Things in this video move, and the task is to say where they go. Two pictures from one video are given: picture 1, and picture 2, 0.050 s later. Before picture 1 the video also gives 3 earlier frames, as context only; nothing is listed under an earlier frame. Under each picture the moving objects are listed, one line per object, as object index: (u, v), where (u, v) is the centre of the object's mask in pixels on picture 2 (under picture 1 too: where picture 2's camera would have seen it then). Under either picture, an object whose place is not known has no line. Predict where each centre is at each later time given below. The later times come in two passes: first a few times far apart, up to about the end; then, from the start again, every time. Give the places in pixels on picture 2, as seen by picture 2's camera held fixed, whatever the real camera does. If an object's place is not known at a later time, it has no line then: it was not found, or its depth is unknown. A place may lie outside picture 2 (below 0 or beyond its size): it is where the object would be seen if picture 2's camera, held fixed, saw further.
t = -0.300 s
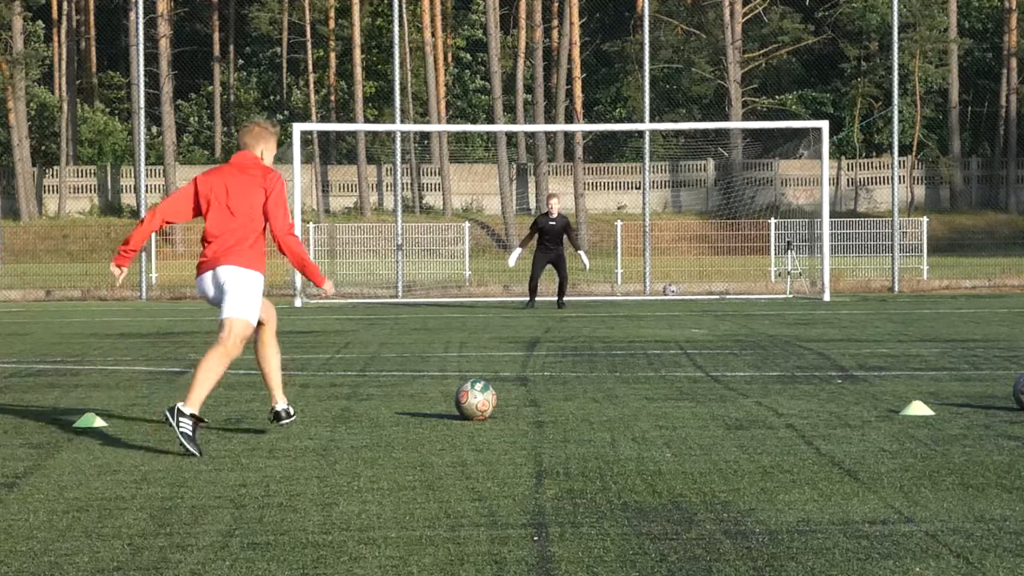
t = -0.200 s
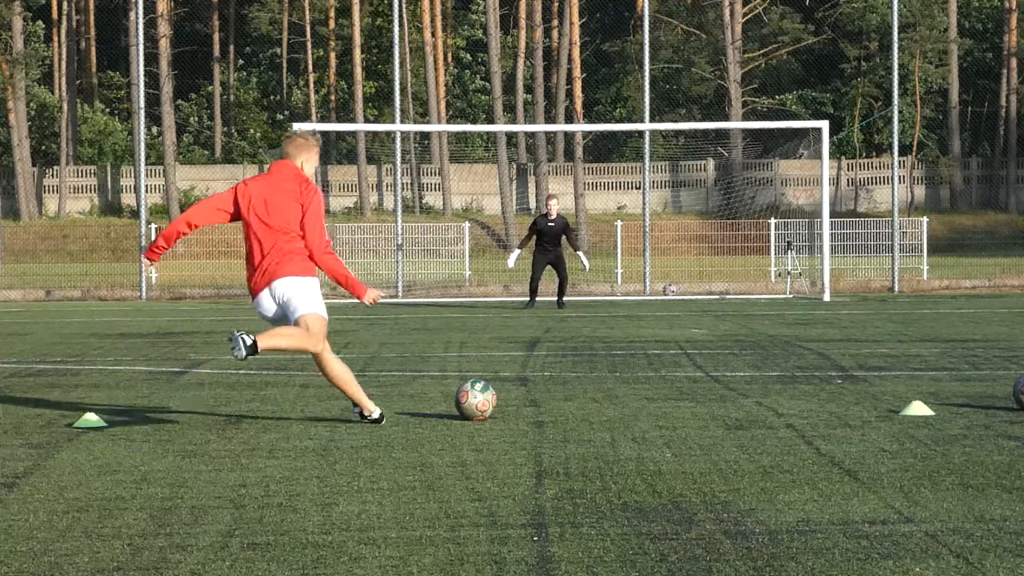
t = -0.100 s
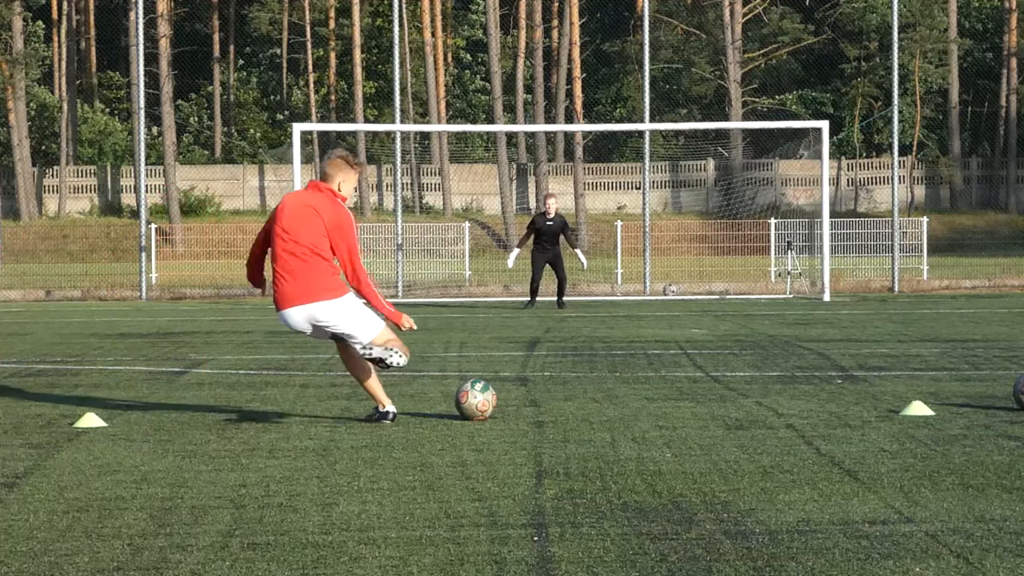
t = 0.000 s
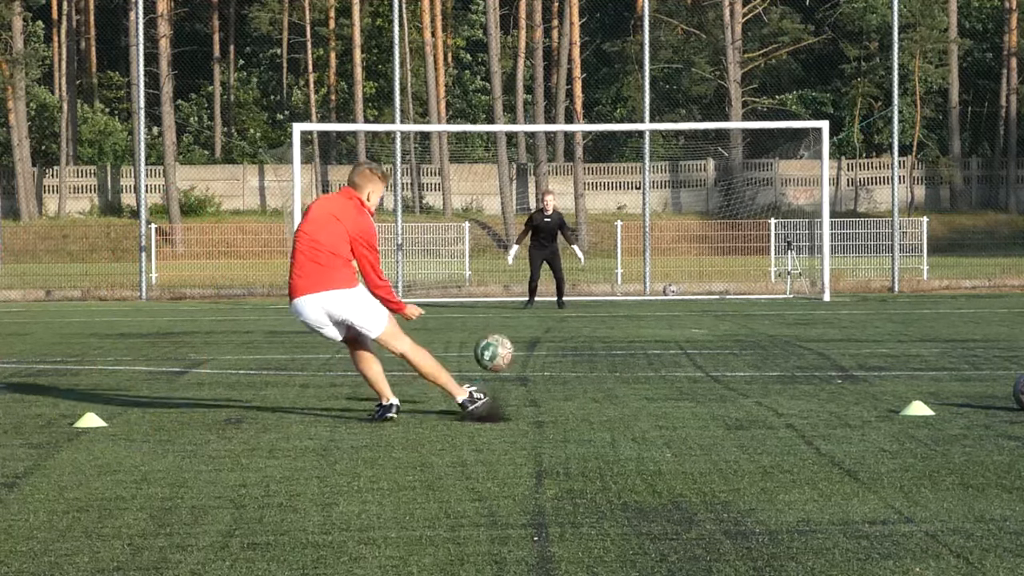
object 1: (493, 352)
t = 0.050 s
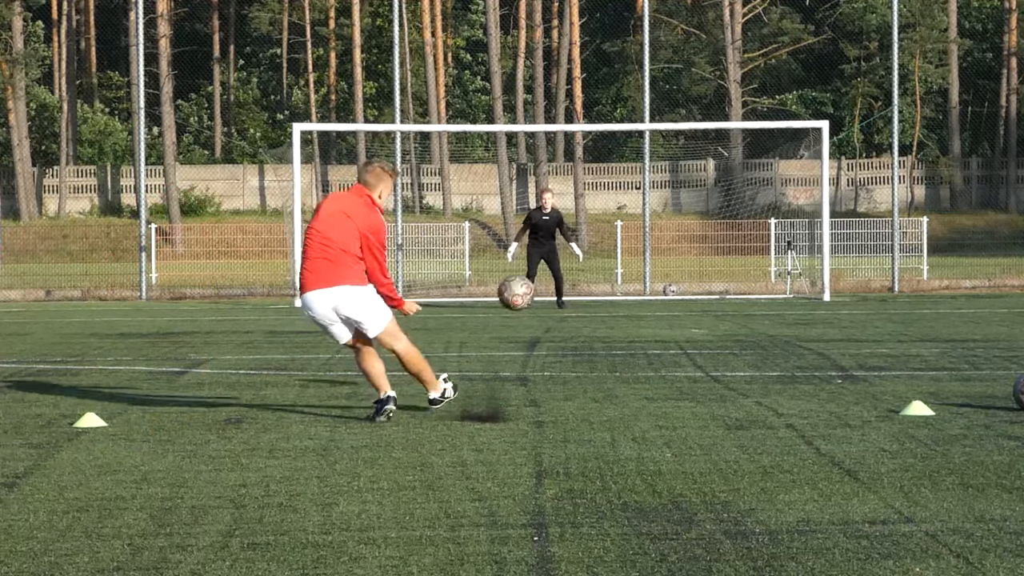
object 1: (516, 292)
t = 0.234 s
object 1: (583, 144)
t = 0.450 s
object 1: (638, 55)
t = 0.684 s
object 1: (689, 28)
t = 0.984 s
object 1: (746, 55)
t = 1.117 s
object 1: (769, 80)
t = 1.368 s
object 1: (814, 147)
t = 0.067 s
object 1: (522, 275)
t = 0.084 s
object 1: (530, 258)
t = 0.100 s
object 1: (537, 242)
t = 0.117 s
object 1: (543, 226)
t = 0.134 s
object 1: (550, 212)
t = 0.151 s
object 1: (554, 200)
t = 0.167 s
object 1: (561, 187)
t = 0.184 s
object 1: (566, 176)
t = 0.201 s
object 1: (571, 164)
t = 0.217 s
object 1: (577, 154)
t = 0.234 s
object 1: (583, 144)
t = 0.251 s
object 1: (587, 134)
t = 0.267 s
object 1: (591, 125)
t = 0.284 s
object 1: (596, 116)
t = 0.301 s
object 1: (600, 109)
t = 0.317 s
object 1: (606, 101)
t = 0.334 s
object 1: (609, 94)
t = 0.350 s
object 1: (614, 87)
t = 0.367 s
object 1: (618, 81)
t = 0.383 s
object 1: (623, 73)
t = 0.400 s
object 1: (627, 68)
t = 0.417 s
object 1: (630, 64)
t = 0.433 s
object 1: (634, 59)
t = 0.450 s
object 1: (638, 55)
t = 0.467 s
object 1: (643, 52)
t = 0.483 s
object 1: (647, 48)
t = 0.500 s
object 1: (650, 45)
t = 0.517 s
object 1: (653, 42)
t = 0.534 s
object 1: (657, 39)
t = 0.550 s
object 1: (661, 37)
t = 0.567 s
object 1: (665, 34)
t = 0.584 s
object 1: (669, 32)
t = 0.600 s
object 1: (672, 31)
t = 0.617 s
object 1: (675, 30)
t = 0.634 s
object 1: (679, 29)
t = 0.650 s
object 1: (683, 29)
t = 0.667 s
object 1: (686, 28)
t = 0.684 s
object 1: (689, 28)
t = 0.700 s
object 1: (693, 28)
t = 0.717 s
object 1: (695, 28)
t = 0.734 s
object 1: (699, 29)
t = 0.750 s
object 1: (702, 29)
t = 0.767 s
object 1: (705, 30)
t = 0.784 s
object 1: (709, 31)
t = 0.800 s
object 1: (713, 31)
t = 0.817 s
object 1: (715, 33)
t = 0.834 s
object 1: (719, 34)
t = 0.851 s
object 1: (722, 35)
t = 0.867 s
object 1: (725, 38)
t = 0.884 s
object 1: (729, 40)
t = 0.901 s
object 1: (732, 43)
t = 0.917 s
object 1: (734, 45)
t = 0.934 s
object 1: (737, 48)
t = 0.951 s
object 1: (740, 50)
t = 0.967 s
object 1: (743, 52)
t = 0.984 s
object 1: (746, 55)
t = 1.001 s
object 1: (749, 57)
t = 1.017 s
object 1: (752, 60)
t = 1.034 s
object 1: (755, 63)
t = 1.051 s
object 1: (758, 66)
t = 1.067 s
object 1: (761, 70)
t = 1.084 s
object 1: (764, 72)
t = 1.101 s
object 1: (767, 76)
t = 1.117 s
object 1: (769, 80)
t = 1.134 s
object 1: (771, 84)
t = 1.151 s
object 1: (775, 88)
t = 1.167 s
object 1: (777, 92)
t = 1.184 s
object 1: (780, 96)
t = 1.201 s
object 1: (783, 100)
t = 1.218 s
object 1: (786, 104)
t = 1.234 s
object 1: (789, 109)
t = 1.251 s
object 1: (792, 113)
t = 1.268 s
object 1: (793, 118)
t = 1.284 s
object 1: (796, 122)
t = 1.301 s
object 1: (799, 127)
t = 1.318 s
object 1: (803, 131)
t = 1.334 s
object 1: (805, 136)
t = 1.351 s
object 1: (808, 142)
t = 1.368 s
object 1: (814, 147)
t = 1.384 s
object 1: (813, 152)
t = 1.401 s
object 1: (814, 157)
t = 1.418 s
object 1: (814, 161)
